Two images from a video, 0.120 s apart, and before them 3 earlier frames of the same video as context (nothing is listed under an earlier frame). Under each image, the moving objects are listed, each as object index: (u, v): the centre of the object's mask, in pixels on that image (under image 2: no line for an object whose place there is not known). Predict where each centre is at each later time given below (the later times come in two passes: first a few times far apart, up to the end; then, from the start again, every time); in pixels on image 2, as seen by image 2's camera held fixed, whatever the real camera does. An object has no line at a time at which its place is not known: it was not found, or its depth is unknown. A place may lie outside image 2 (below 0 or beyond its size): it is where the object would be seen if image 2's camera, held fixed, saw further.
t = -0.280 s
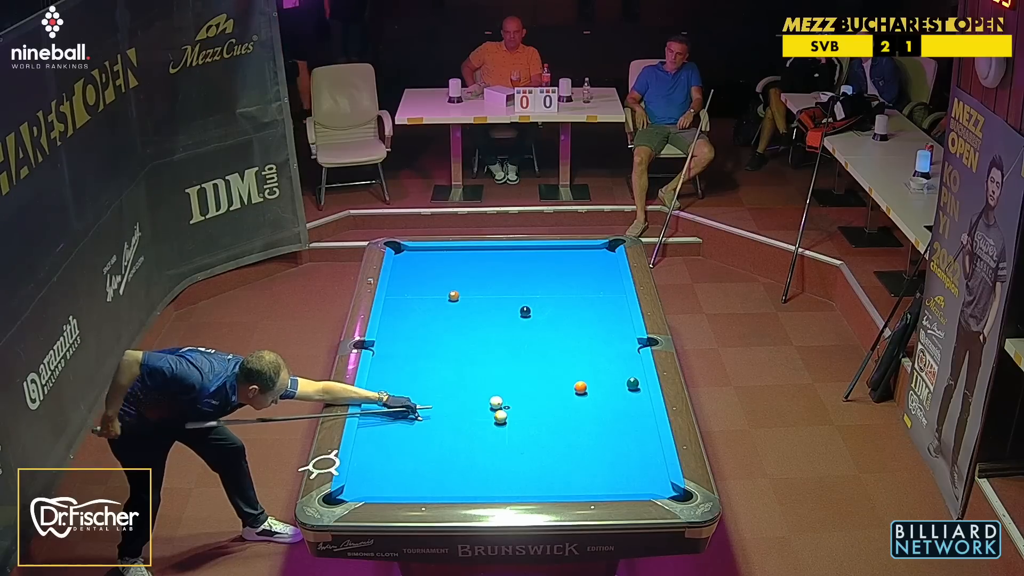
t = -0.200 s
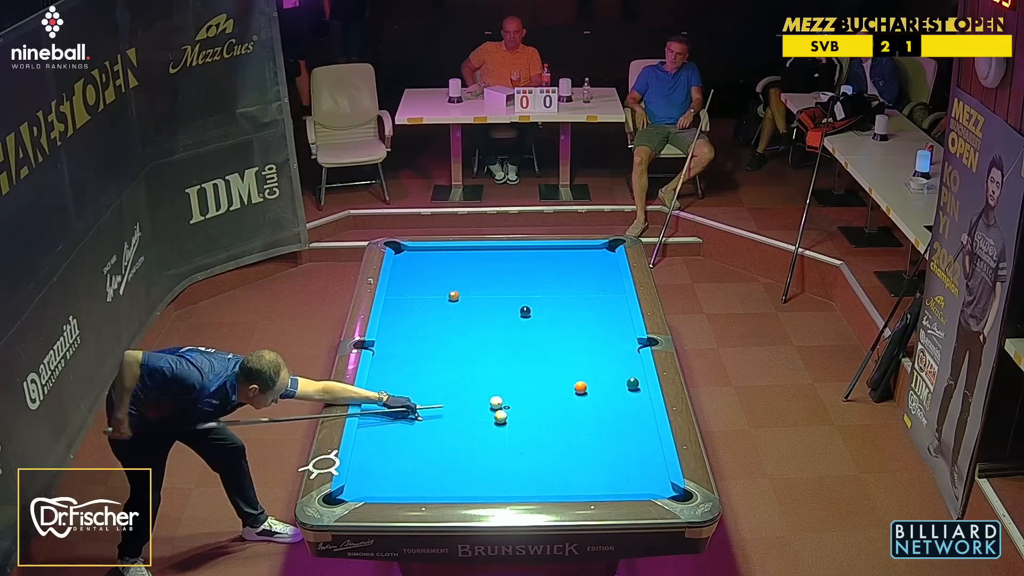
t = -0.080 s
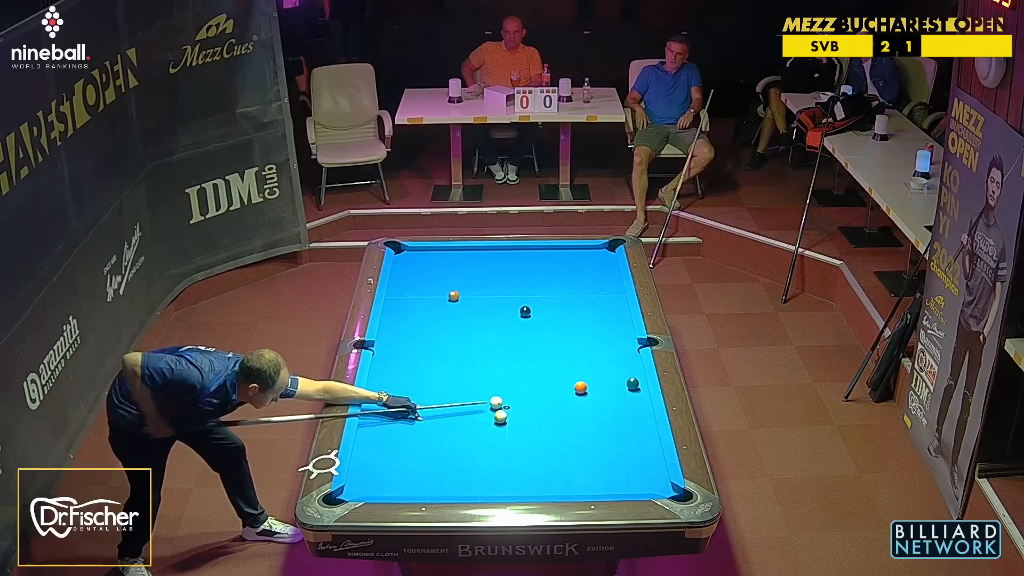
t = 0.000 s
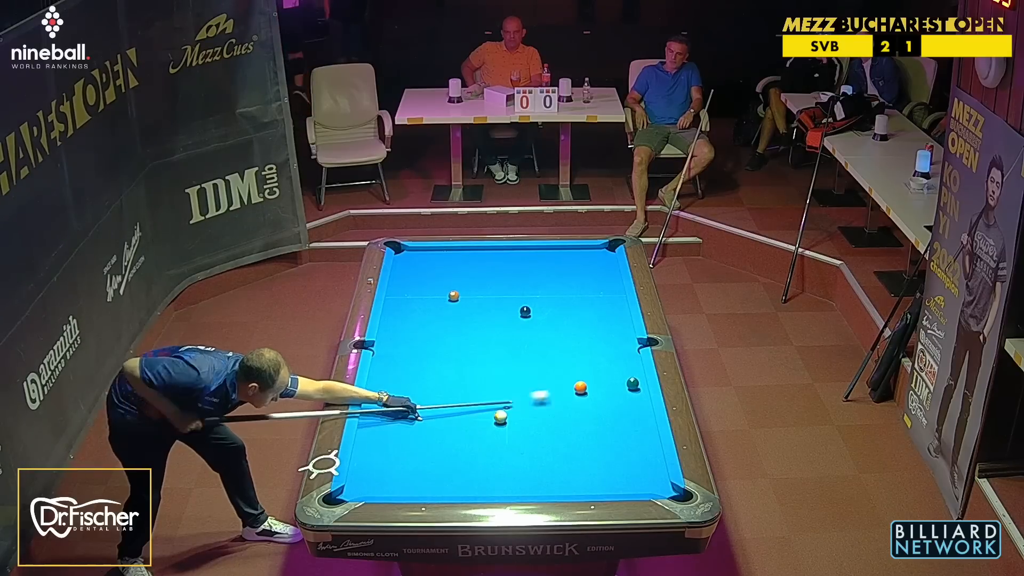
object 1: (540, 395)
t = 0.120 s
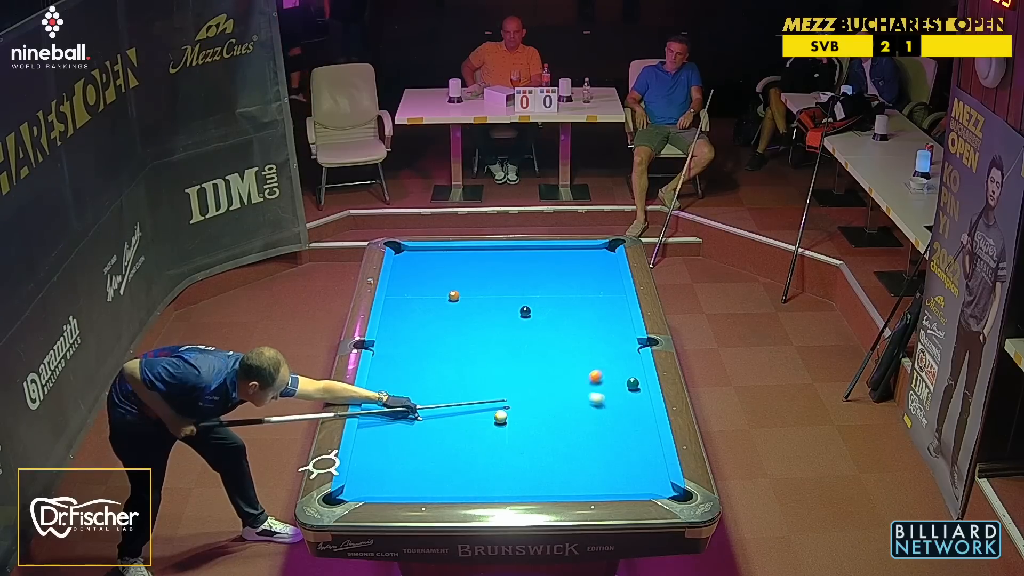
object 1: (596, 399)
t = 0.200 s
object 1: (626, 405)
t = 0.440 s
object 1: (607, 425)
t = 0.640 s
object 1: (571, 442)
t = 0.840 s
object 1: (535, 459)
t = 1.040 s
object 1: (498, 477)
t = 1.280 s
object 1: (453, 490)
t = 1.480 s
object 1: (420, 482)
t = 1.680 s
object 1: (390, 473)
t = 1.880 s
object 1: (360, 465)
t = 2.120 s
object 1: (374, 453)
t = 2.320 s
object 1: (390, 443)
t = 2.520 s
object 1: (405, 434)
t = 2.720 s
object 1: (419, 425)
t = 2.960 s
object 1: (434, 416)
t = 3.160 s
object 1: (446, 408)
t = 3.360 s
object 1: (458, 401)
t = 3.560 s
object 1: (469, 395)
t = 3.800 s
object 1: (481, 387)
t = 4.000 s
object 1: (490, 382)
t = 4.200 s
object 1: (499, 376)
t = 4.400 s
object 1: (507, 371)
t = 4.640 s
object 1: (517, 366)
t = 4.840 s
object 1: (524, 361)
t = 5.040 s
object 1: (530, 357)
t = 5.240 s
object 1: (537, 353)
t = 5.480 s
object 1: (543, 349)
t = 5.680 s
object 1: (549, 346)
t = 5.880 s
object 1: (553, 344)
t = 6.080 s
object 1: (558, 341)
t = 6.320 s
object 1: (562, 338)
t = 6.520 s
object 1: (566, 336)
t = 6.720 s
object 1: (569, 334)
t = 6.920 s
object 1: (571, 333)
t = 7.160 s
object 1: (574, 331)
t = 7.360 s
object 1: (576, 330)
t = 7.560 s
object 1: (578, 329)
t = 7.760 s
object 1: (579, 329)
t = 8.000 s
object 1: (579, 328)
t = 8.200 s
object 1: (579, 328)
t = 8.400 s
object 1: (579, 328)
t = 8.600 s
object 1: (579, 328)
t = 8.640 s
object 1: (579, 328)
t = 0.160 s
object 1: (611, 402)
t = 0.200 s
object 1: (626, 405)
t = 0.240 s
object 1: (641, 408)
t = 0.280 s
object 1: (642, 411)
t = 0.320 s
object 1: (633, 415)
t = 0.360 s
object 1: (623, 418)
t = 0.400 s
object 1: (615, 421)
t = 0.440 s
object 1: (607, 425)
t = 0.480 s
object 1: (600, 429)
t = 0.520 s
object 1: (593, 432)
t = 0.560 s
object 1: (586, 435)
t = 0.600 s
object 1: (579, 439)
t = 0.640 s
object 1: (571, 442)
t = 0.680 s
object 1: (564, 446)
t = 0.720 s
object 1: (557, 449)
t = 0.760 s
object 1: (550, 453)
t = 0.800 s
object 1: (542, 456)
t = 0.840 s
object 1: (535, 459)
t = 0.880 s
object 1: (528, 463)
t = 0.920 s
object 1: (520, 467)
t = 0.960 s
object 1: (513, 470)
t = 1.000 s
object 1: (505, 474)
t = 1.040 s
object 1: (498, 477)
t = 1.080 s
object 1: (490, 481)
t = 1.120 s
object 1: (482, 485)
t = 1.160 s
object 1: (475, 488)
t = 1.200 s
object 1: (467, 490)
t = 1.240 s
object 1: (459, 491)
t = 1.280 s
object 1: (453, 490)
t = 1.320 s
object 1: (446, 488)
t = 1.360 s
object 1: (440, 487)
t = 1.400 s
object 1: (433, 485)
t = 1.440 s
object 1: (427, 483)
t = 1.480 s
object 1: (420, 482)
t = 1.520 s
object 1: (414, 480)
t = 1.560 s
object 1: (408, 478)
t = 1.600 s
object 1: (402, 477)
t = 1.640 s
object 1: (396, 474)
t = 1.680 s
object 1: (390, 473)
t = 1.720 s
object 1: (384, 471)
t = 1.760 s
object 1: (378, 470)
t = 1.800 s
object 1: (372, 468)
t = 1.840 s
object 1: (366, 466)
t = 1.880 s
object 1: (360, 465)
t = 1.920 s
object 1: (356, 463)
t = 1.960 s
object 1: (361, 461)
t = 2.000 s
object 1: (364, 459)
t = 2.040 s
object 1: (368, 457)
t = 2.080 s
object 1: (371, 455)
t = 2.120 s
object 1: (374, 453)
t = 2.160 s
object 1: (377, 451)
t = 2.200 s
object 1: (381, 449)
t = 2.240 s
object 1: (384, 447)
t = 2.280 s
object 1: (387, 445)
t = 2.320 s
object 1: (390, 443)
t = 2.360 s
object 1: (393, 441)
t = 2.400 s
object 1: (396, 439)
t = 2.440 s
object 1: (399, 437)
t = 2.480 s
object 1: (402, 436)
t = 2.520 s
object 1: (405, 434)
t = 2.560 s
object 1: (408, 432)
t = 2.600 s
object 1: (410, 430)
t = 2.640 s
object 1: (413, 429)
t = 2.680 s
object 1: (416, 427)
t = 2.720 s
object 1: (419, 425)
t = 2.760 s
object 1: (421, 424)
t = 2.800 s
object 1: (424, 422)
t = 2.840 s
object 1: (426, 420)
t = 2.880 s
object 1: (429, 419)
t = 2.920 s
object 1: (432, 417)
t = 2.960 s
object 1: (434, 416)
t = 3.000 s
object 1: (437, 414)
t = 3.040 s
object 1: (439, 413)
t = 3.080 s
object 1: (442, 411)
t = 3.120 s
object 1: (444, 410)
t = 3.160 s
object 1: (446, 408)
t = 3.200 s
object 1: (449, 407)
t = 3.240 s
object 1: (451, 405)
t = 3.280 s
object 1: (453, 404)
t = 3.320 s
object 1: (456, 403)
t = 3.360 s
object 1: (458, 401)
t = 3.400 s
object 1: (460, 400)
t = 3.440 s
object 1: (462, 399)
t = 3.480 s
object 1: (464, 397)
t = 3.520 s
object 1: (467, 396)
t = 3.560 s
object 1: (469, 395)
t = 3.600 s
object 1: (471, 394)
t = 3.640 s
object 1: (473, 392)
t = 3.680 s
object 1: (475, 391)
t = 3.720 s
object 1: (477, 390)
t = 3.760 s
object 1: (479, 389)
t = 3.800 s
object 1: (481, 387)
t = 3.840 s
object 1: (483, 386)
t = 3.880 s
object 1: (485, 385)
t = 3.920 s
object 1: (486, 384)
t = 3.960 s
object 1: (488, 383)
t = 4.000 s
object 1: (490, 382)
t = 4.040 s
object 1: (492, 381)
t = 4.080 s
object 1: (494, 380)
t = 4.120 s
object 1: (496, 378)
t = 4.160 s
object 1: (497, 377)
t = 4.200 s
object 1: (499, 376)
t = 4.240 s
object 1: (501, 375)
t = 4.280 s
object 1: (503, 374)
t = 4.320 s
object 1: (504, 373)
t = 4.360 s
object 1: (506, 372)
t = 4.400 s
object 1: (507, 371)
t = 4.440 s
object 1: (509, 370)
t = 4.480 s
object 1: (511, 369)
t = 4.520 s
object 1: (512, 368)
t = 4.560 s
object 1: (514, 367)
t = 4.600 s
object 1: (515, 367)
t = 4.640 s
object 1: (517, 366)
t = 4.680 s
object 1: (518, 365)
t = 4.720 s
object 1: (520, 364)
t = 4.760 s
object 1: (521, 363)
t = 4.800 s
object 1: (522, 362)
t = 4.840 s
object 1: (524, 361)
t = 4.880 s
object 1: (525, 360)
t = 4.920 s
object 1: (527, 360)
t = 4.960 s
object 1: (528, 359)
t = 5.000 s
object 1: (529, 358)
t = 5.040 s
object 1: (530, 357)
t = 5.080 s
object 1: (532, 356)
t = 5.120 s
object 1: (533, 356)
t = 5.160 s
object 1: (534, 355)
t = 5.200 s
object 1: (535, 354)
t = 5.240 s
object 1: (537, 353)
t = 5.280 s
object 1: (538, 353)
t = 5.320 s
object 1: (539, 352)
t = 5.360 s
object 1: (540, 351)
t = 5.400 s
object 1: (541, 351)
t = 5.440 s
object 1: (542, 350)
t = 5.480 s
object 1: (543, 349)
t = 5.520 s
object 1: (544, 349)
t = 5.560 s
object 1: (546, 348)
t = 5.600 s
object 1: (547, 347)
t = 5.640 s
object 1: (548, 347)
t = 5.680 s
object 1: (549, 346)
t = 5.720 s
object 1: (550, 346)
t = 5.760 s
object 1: (551, 345)
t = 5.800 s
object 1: (551, 345)
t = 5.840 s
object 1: (552, 344)
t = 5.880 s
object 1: (553, 344)
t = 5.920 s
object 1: (554, 343)
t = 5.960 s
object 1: (555, 342)
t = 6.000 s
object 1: (556, 342)
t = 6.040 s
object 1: (557, 341)
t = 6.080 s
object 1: (558, 341)
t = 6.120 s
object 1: (558, 340)
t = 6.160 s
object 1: (559, 340)
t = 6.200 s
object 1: (560, 339)
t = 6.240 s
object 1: (561, 339)
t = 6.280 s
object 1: (561, 339)
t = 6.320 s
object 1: (562, 338)
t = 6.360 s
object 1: (563, 338)
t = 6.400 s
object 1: (564, 337)
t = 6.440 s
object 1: (564, 337)
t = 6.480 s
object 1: (565, 336)
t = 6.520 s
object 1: (566, 336)
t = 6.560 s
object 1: (566, 336)
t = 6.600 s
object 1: (567, 335)
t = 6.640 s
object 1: (567, 335)
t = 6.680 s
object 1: (568, 335)
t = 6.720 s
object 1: (569, 334)
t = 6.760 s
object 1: (569, 334)
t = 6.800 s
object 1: (570, 334)
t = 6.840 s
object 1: (570, 333)
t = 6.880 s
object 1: (571, 333)
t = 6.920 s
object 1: (571, 333)
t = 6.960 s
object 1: (572, 332)
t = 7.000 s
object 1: (572, 332)
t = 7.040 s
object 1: (573, 332)
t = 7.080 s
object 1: (573, 332)
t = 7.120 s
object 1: (574, 331)
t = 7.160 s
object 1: (574, 331)
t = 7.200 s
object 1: (574, 331)
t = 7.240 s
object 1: (575, 331)
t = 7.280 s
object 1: (575, 330)
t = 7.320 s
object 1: (576, 330)
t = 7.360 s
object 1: (576, 330)
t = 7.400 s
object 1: (576, 330)
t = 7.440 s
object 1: (577, 330)
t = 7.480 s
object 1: (577, 330)
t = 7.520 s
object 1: (577, 329)
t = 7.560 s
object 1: (578, 329)
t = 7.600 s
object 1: (578, 329)
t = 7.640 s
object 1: (578, 329)
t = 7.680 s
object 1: (578, 329)
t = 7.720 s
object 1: (579, 329)
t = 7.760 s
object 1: (579, 329)
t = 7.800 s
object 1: (579, 328)
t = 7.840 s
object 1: (579, 328)
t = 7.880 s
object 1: (579, 328)
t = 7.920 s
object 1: (579, 328)
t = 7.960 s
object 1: (579, 328)
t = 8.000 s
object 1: (579, 328)
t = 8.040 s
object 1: (579, 328)
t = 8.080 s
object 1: (579, 328)
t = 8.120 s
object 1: (579, 328)
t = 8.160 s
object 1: (579, 328)
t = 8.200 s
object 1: (579, 328)
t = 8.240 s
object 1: (579, 328)
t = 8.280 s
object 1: (579, 328)
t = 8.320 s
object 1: (579, 328)
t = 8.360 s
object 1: (579, 328)
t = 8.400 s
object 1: (579, 328)
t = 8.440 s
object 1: (579, 328)
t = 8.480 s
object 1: (579, 328)
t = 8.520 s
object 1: (579, 328)
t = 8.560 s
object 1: (579, 328)
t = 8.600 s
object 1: (579, 328)
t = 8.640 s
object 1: (579, 328)
